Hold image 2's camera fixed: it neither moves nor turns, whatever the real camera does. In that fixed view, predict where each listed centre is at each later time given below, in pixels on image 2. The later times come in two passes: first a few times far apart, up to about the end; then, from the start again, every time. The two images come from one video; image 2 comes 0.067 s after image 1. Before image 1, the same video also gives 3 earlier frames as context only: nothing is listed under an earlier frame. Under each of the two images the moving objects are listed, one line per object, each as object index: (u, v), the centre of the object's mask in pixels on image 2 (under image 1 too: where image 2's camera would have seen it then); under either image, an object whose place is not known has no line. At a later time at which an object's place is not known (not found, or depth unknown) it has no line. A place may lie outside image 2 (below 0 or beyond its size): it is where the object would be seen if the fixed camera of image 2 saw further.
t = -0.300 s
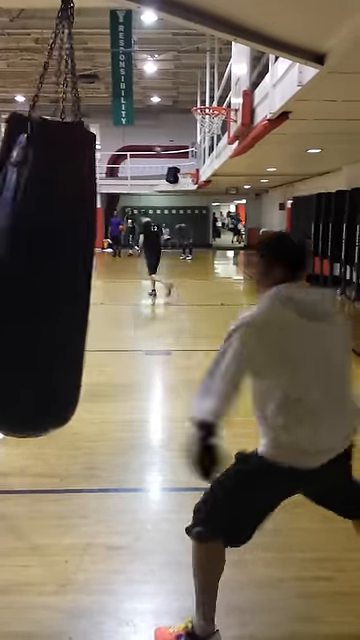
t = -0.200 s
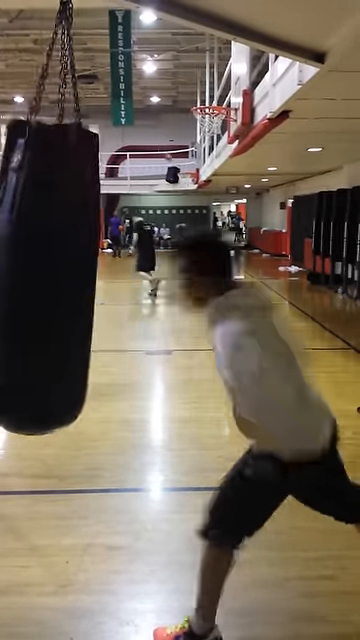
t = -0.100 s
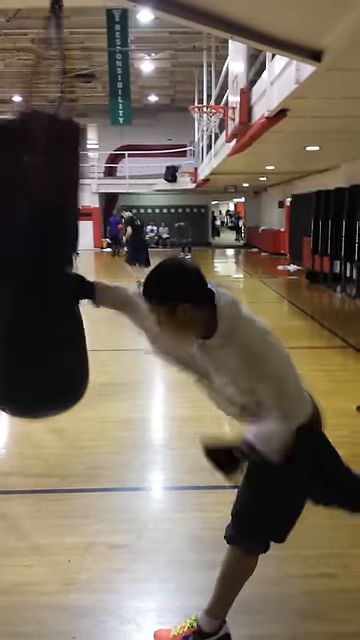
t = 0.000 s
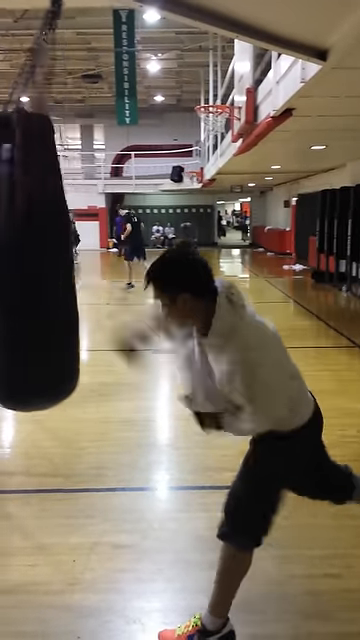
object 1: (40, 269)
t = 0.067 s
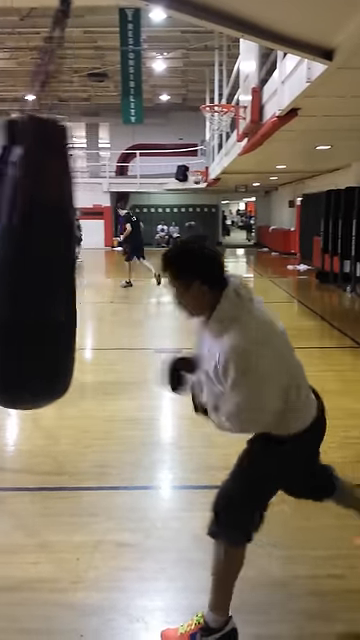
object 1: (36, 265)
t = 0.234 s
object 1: (39, 259)
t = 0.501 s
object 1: (44, 256)
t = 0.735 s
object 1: (73, 256)
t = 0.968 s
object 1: (106, 264)
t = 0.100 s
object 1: (37, 265)
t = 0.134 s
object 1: (40, 264)
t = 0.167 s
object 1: (39, 262)
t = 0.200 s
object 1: (38, 260)
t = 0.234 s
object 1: (39, 259)
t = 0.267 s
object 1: (38, 259)
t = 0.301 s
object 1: (37, 260)
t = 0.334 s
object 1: (39, 260)
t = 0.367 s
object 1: (37, 261)
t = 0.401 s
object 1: (38, 260)
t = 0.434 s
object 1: (38, 258)
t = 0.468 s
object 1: (40, 257)
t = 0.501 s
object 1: (44, 256)
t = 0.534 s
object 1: (49, 256)
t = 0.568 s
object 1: (52, 258)
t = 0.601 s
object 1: (56, 256)
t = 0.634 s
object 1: (61, 255)
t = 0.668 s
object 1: (65, 254)
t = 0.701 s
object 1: (69, 254)
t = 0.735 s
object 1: (73, 256)
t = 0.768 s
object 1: (77, 258)
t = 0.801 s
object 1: (82, 259)
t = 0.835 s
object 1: (86, 259)
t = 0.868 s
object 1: (90, 259)
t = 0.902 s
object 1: (96, 261)
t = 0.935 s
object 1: (101, 263)
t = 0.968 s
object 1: (106, 264)
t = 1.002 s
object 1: (111, 263)
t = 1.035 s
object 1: (114, 264)
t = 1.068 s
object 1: (118, 265)
